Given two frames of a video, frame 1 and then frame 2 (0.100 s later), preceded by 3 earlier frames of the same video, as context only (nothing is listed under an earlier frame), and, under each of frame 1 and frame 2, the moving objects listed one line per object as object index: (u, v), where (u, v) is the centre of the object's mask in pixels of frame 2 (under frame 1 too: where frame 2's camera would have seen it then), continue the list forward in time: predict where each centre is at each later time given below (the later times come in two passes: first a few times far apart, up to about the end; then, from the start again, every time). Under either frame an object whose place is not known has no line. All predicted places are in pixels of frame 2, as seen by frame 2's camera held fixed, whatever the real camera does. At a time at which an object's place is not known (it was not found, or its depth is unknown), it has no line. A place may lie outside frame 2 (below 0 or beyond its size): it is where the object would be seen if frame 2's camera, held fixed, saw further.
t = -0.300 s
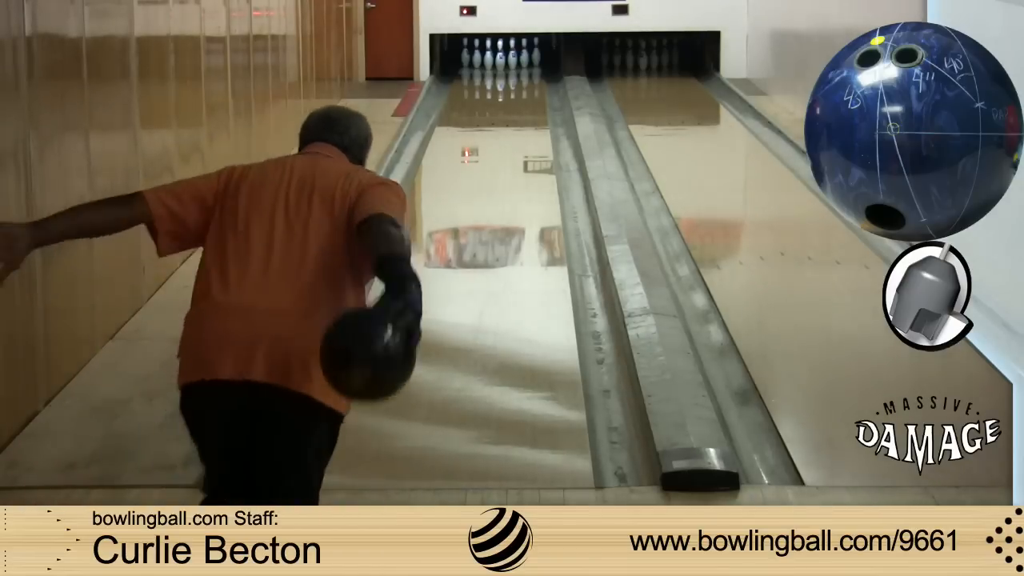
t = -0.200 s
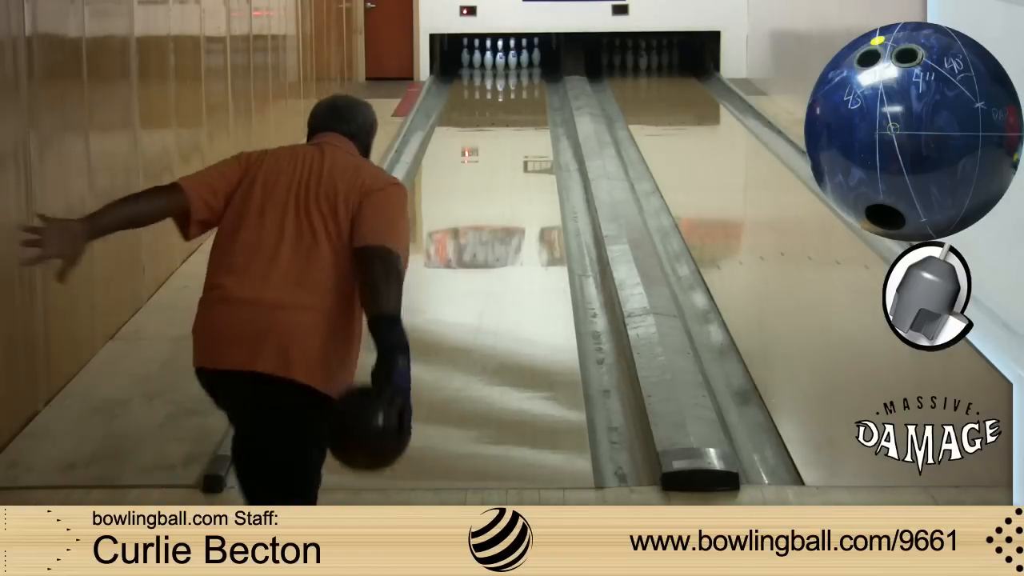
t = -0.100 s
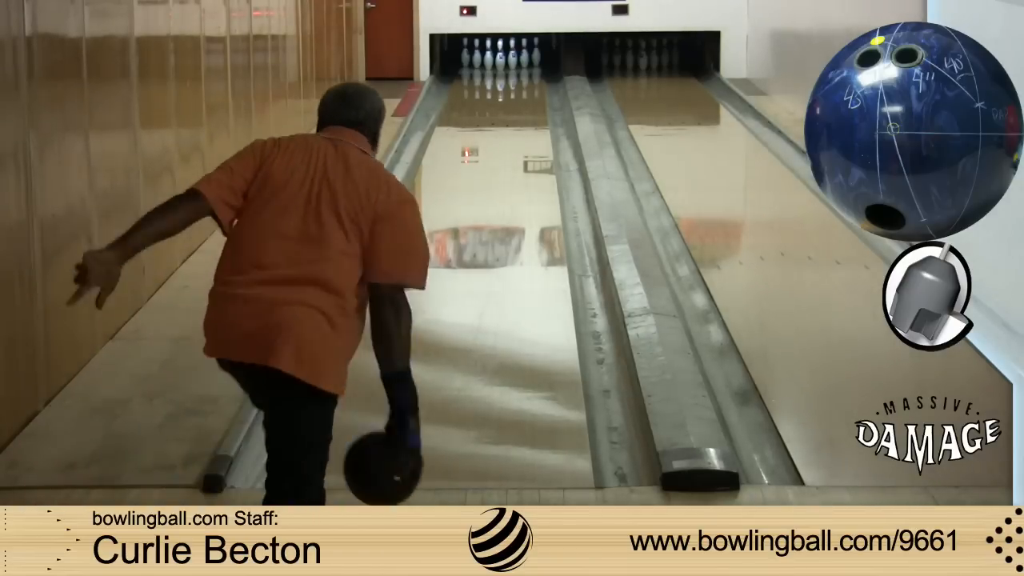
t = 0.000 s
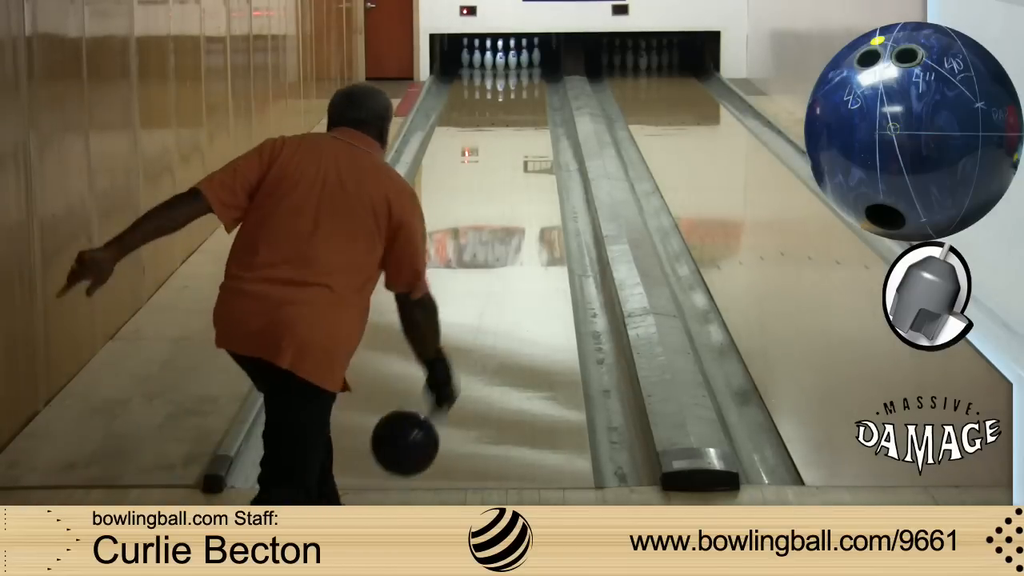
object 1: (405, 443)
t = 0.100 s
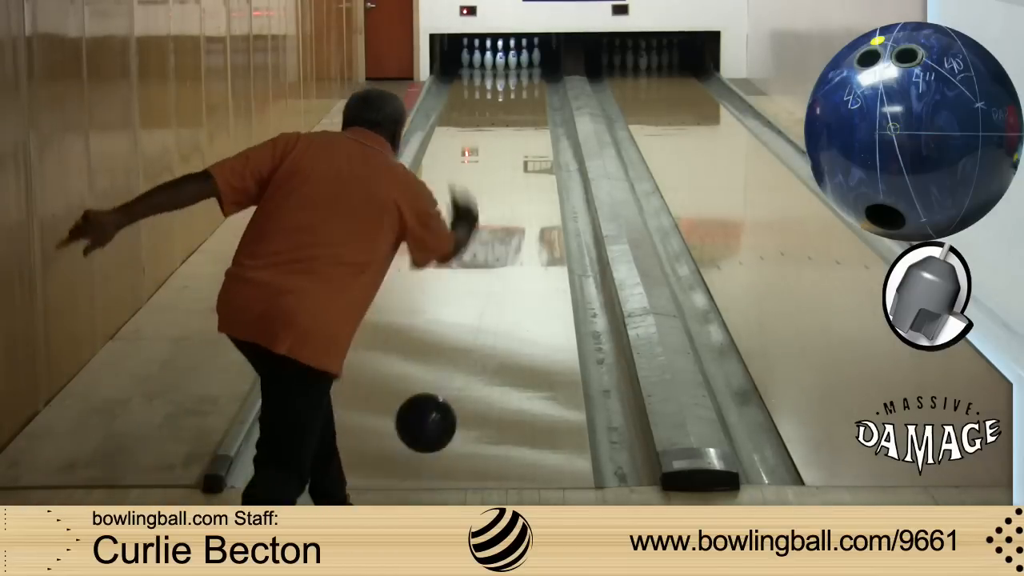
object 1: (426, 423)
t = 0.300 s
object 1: (455, 361)
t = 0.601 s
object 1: (483, 270)
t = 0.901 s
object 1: (500, 209)
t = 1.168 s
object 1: (509, 172)
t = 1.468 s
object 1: (517, 139)
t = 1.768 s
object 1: (521, 115)
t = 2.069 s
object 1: (521, 95)
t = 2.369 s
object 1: (518, 81)
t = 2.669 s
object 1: (512, 68)
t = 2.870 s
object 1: (510, 62)
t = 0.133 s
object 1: (432, 423)
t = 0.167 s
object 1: (437, 416)
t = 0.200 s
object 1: (442, 398)
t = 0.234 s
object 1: (447, 383)
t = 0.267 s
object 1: (451, 372)
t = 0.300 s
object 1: (455, 361)
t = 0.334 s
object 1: (459, 349)
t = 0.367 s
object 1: (462, 337)
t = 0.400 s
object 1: (466, 326)
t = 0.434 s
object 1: (469, 315)
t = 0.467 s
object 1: (472, 305)
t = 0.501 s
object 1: (475, 296)
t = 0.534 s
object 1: (478, 287)
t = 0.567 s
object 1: (480, 278)
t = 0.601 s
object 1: (483, 270)
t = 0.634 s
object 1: (485, 262)
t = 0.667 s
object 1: (487, 254)
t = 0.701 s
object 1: (489, 247)
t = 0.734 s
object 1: (491, 241)
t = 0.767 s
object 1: (493, 234)
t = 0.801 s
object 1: (495, 227)
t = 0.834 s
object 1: (497, 221)
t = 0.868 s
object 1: (498, 215)
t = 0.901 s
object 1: (500, 209)
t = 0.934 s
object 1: (501, 204)
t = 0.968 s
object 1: (503, 199)
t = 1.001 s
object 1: (504, 194)
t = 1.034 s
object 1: (505, 189)
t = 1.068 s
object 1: (506, 185)
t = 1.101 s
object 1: (507, 180)
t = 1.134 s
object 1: (508, 176)
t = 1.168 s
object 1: (509, 172)
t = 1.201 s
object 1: (510, 168)
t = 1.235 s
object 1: (511, 164)
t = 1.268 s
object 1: (512, 160)
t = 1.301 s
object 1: (513, 156)
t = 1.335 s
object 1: (514, 152)
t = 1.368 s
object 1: (515, 149)
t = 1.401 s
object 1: (515, 146)
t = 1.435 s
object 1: (516, 142)
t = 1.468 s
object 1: (517, 139)
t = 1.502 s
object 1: (517, 137)
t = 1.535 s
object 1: (518, 134)
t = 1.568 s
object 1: (518, 131)
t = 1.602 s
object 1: (518, 128)
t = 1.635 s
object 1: (519, 125)
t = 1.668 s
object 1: (519, 123)
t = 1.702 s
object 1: (520, 120)
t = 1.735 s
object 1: (520, 118)
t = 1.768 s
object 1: (521, 115)
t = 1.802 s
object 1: (521, 113)
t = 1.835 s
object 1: (521, 111)
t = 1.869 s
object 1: (521, 108)
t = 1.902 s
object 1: (521, 106)
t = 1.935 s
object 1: (522, 104)
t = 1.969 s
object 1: (521, 102)
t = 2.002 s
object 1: (522, 100)
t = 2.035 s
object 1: (521, 97)
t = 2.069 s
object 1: (521, 95)
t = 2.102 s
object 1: (522, 94)
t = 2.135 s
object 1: (521, 92)
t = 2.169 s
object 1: (521, 90)
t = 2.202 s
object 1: (520, 88)
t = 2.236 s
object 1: (520, 86)
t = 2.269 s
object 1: (520, 85)
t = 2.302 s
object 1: (519, 84)
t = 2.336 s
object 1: (519, 82)
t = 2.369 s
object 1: (518, 81)
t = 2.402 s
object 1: (518, 79)
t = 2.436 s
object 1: (518, 77)
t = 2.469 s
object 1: (517, 76)
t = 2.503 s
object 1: (516, 74)
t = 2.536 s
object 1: (515, 73)
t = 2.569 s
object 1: (515, 72)
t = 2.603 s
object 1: (514, 70)
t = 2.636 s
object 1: (513, 69)
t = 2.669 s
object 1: (512, 68)
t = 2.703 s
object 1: (512, 68)
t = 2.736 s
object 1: (511, 66)
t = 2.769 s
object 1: (510, 65)
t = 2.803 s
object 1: (509, 64)
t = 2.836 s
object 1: (509, 63)
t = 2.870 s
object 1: (510, 62)
